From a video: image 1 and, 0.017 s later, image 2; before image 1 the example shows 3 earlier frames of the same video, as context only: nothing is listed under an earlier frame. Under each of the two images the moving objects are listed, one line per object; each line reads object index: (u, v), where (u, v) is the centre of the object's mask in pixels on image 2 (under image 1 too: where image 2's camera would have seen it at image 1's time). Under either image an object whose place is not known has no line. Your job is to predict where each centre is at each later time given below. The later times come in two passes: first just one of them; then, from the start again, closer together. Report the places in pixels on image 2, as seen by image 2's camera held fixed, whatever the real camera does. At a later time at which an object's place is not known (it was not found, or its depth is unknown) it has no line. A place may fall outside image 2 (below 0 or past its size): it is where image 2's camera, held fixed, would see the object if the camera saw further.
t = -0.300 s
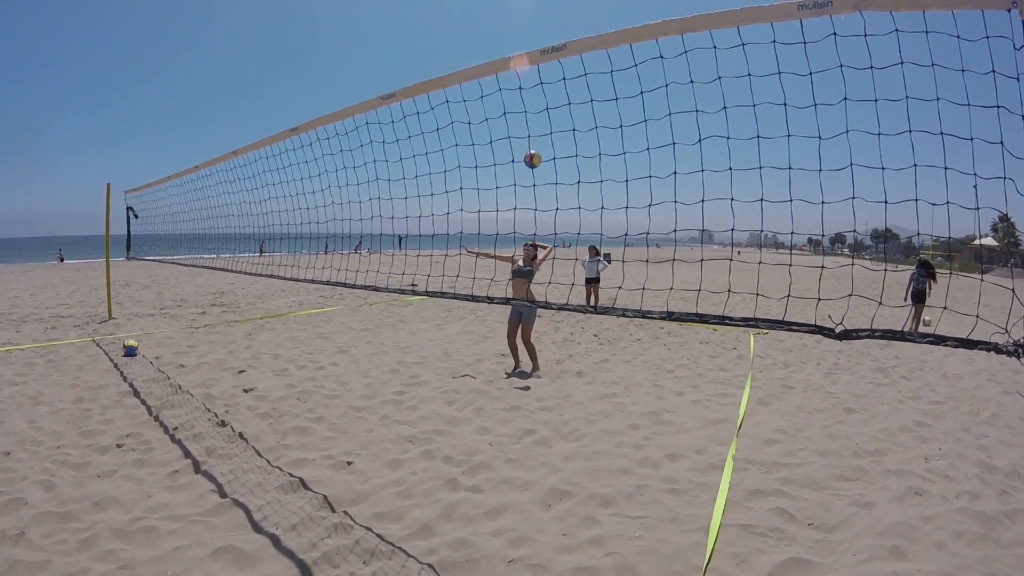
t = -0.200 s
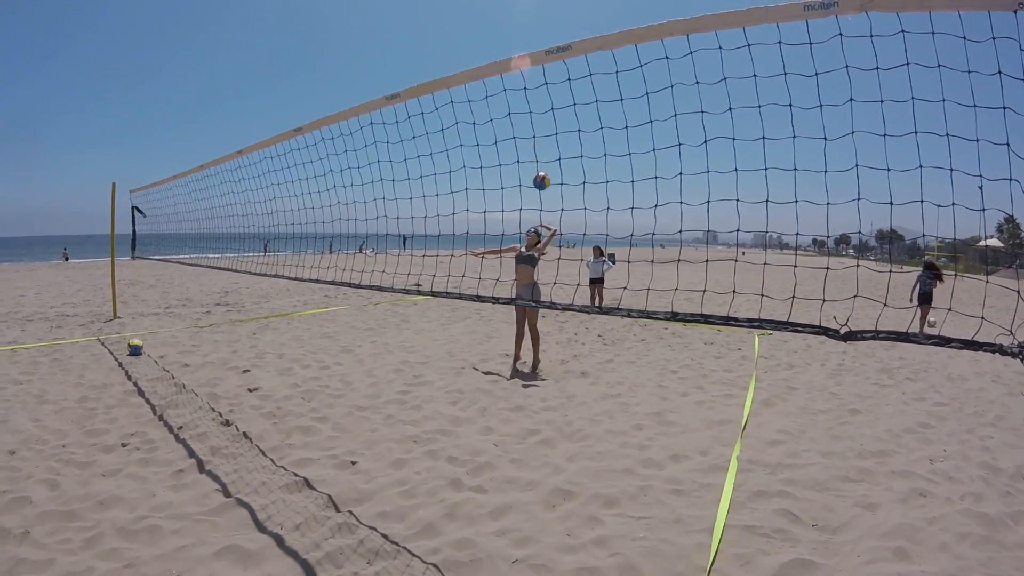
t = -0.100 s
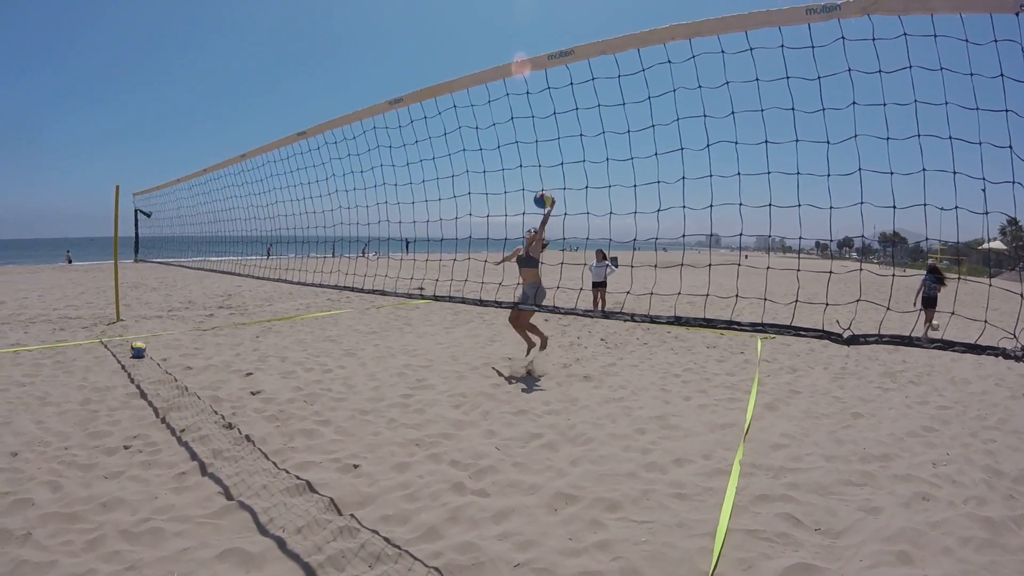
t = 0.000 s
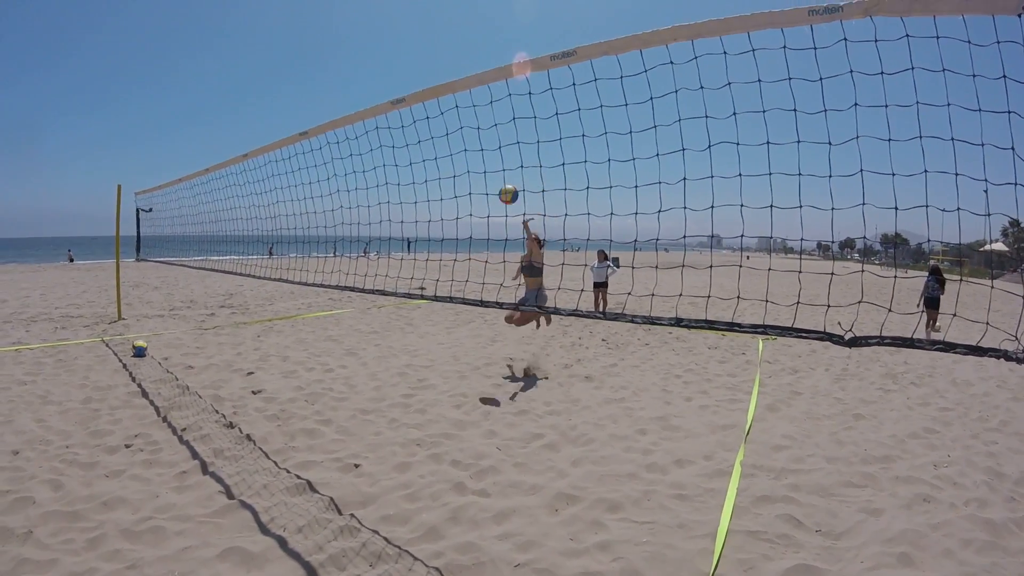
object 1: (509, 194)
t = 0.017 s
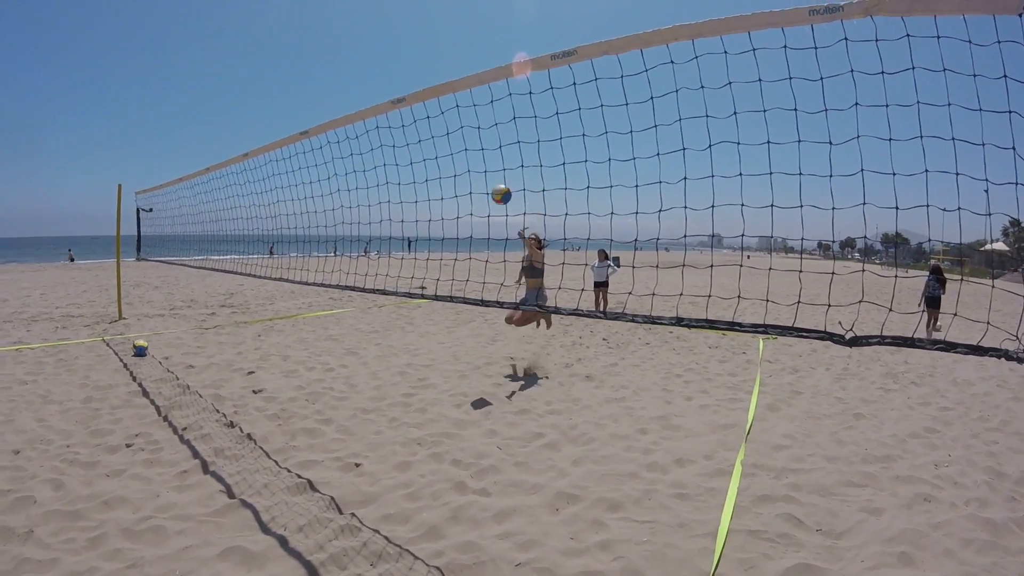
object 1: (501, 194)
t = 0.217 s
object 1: (391, 231)
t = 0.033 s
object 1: (494, 195)
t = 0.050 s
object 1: (486, 196)
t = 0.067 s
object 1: (478, 198)
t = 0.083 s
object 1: (470, 200)
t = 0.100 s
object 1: (461, 203)
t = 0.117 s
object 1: (451, 206)
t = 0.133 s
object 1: (442, 209)
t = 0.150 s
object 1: (433, 212)
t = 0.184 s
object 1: (413, 220)
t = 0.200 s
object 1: (402, 226)
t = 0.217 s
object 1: (391, 231)
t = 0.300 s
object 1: (331, 268)
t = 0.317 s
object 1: (318, 277)
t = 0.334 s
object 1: (305, 287)
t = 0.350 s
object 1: (294, 297)
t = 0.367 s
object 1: (283, 306)
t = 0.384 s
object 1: (272, 317)
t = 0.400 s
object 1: (260, 328)
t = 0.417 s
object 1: (249, 339)
